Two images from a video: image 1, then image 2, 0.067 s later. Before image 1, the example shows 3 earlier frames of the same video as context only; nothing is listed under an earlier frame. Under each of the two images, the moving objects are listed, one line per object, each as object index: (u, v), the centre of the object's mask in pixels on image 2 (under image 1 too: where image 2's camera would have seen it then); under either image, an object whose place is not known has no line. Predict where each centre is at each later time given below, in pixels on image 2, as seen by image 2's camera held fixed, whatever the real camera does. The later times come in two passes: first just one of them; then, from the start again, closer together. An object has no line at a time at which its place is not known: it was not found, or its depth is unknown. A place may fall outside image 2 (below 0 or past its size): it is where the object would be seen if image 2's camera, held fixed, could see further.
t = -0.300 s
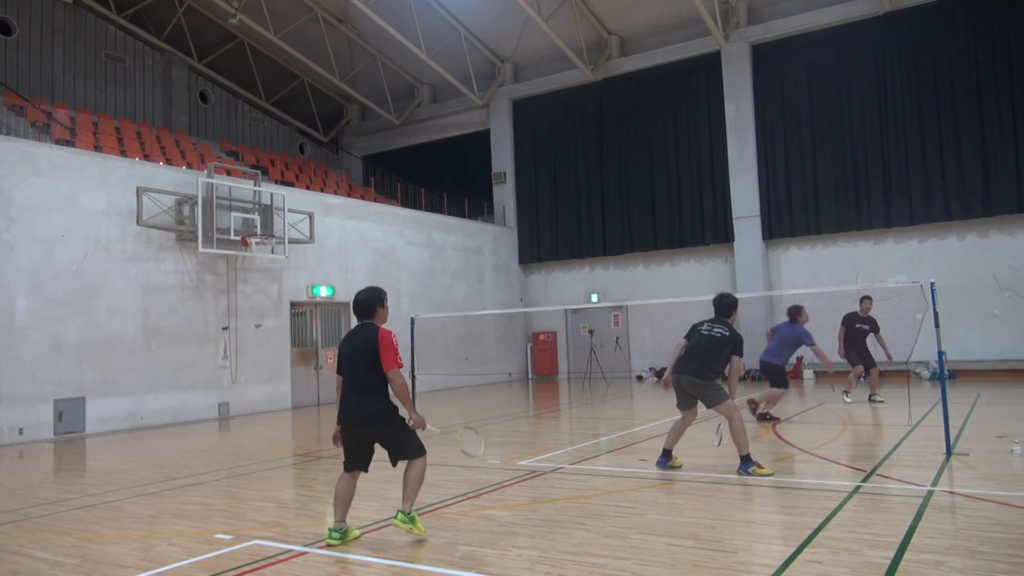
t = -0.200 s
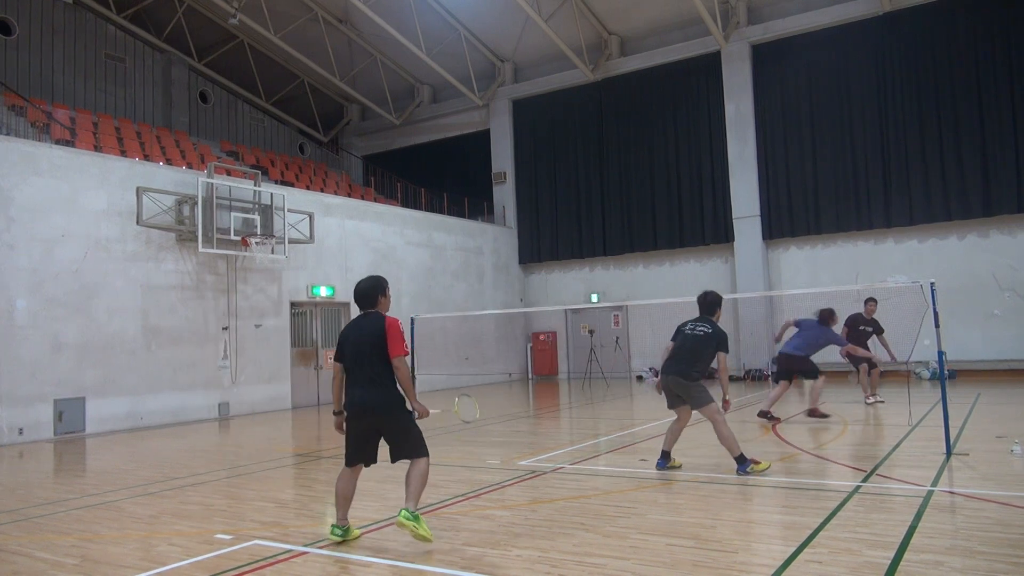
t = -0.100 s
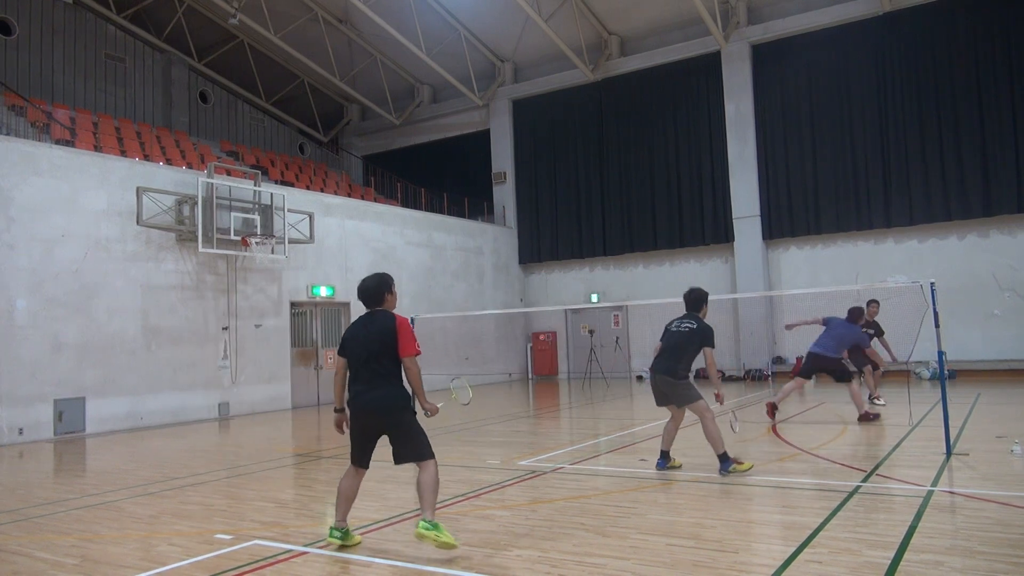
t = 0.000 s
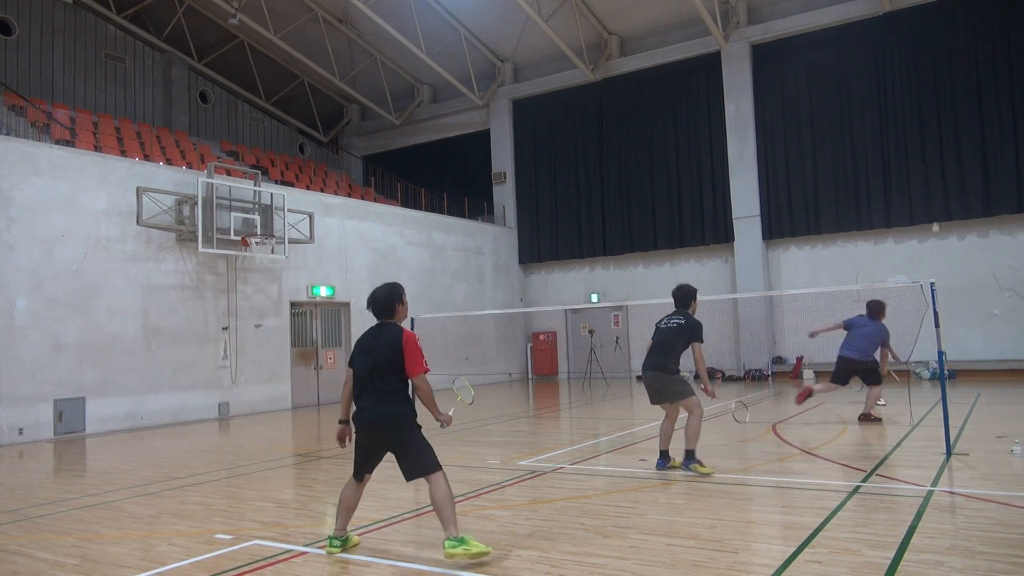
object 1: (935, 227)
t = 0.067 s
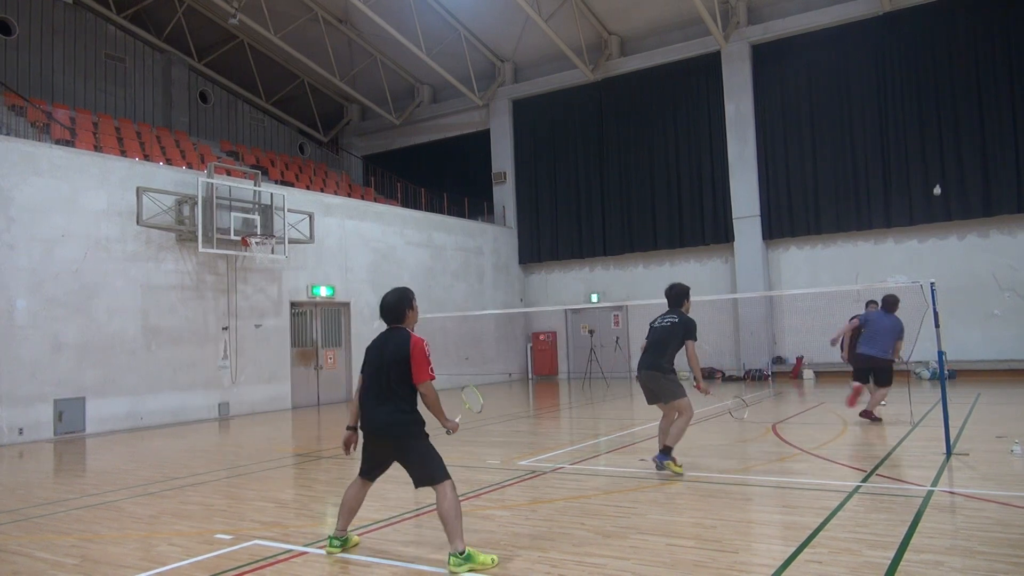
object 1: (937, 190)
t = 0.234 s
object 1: (943, 117)
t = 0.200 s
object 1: (942, 130)
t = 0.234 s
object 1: (943, 117)
